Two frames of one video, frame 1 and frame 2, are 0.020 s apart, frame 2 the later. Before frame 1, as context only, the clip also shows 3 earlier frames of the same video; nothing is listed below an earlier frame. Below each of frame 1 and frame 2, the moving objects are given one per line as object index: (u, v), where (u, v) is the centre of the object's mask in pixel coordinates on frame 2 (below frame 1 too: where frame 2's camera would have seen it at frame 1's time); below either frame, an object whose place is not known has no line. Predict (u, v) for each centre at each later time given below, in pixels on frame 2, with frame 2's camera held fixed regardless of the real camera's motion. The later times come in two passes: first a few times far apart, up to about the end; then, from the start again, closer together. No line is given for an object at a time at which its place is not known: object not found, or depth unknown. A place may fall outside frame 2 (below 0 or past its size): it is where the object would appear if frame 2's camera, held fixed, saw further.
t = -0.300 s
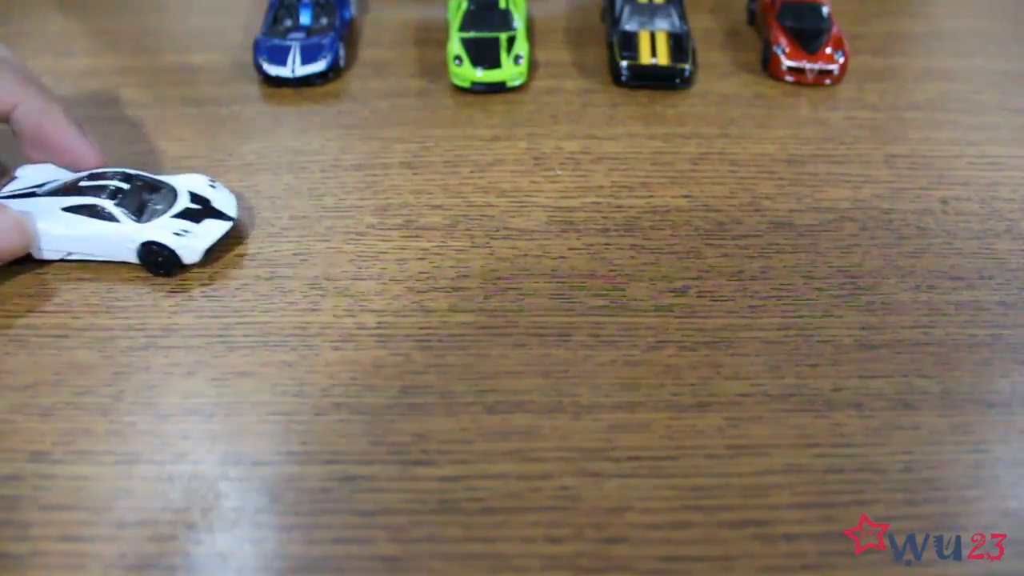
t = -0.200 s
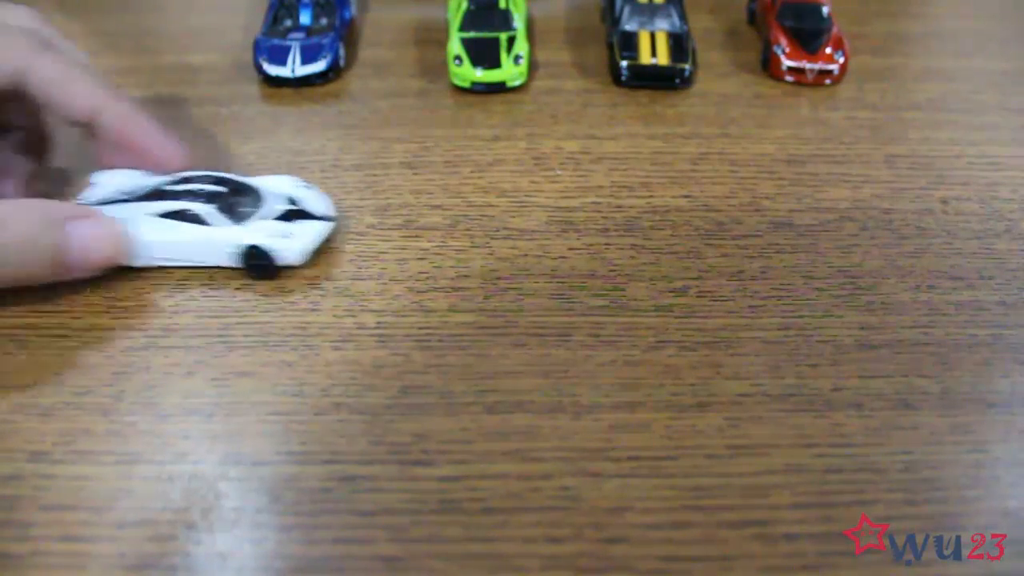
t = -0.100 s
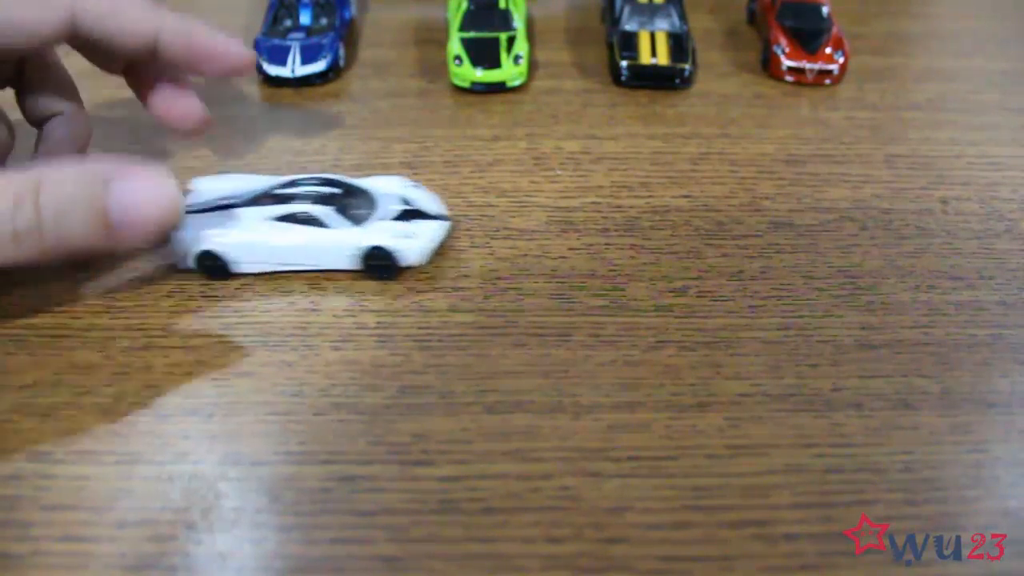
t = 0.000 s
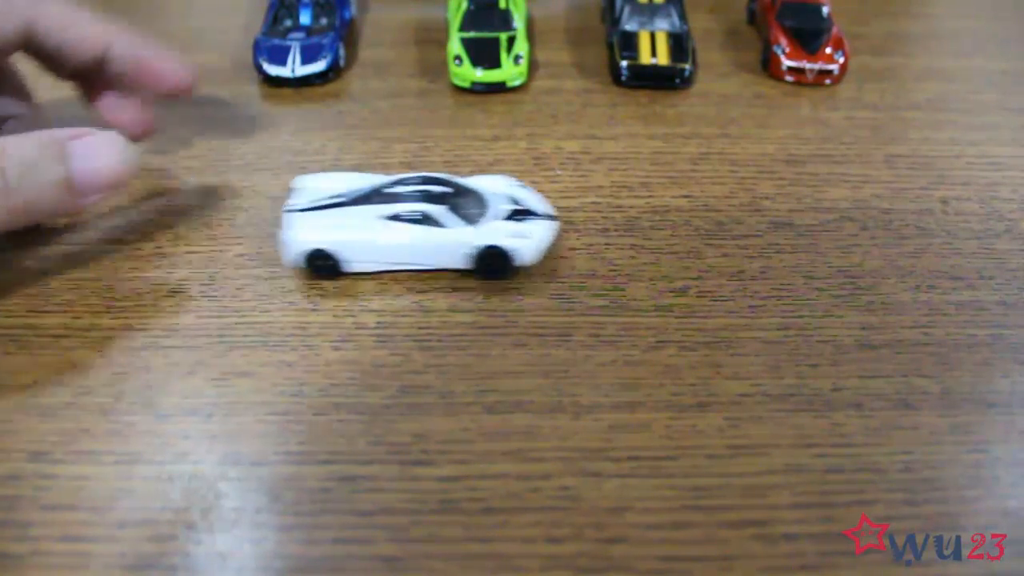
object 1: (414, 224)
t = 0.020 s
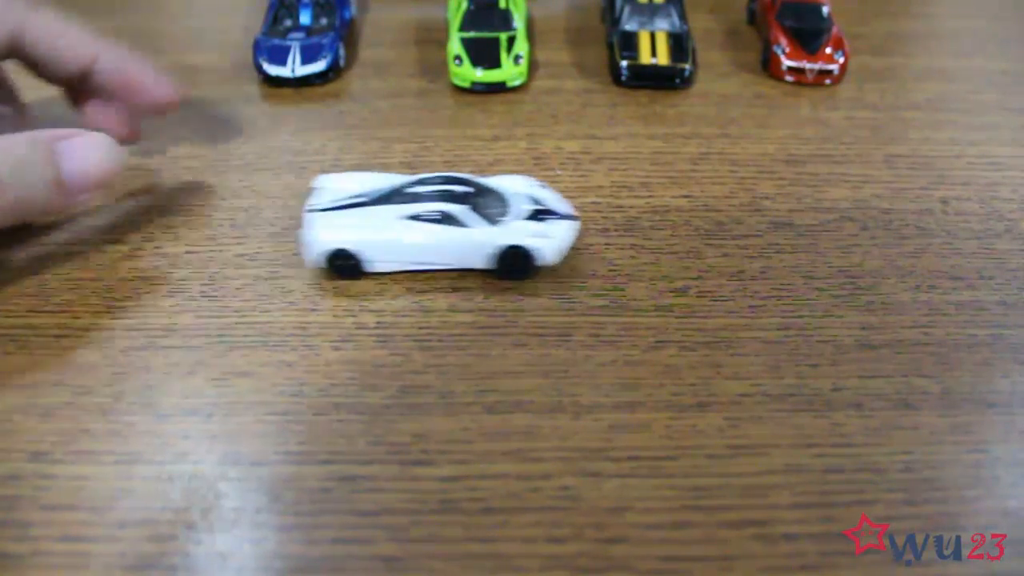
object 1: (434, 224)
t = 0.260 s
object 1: (660, 224)
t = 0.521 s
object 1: (848, 226)
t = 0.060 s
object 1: (475, 223)
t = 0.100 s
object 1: (515, 223)
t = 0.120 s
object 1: (534, 223)
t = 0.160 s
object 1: (571, 224)
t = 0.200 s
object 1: (608, 223)
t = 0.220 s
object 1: (625, 224)
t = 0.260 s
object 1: (660, 224)
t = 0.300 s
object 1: (693, 224)
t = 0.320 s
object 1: (709, 224)
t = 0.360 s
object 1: (739, 225)
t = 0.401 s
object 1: (768, 225)
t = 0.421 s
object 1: (782, 226)
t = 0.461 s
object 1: (810, 226)
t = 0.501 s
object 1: (837, 226)
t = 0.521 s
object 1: (848, 226)
